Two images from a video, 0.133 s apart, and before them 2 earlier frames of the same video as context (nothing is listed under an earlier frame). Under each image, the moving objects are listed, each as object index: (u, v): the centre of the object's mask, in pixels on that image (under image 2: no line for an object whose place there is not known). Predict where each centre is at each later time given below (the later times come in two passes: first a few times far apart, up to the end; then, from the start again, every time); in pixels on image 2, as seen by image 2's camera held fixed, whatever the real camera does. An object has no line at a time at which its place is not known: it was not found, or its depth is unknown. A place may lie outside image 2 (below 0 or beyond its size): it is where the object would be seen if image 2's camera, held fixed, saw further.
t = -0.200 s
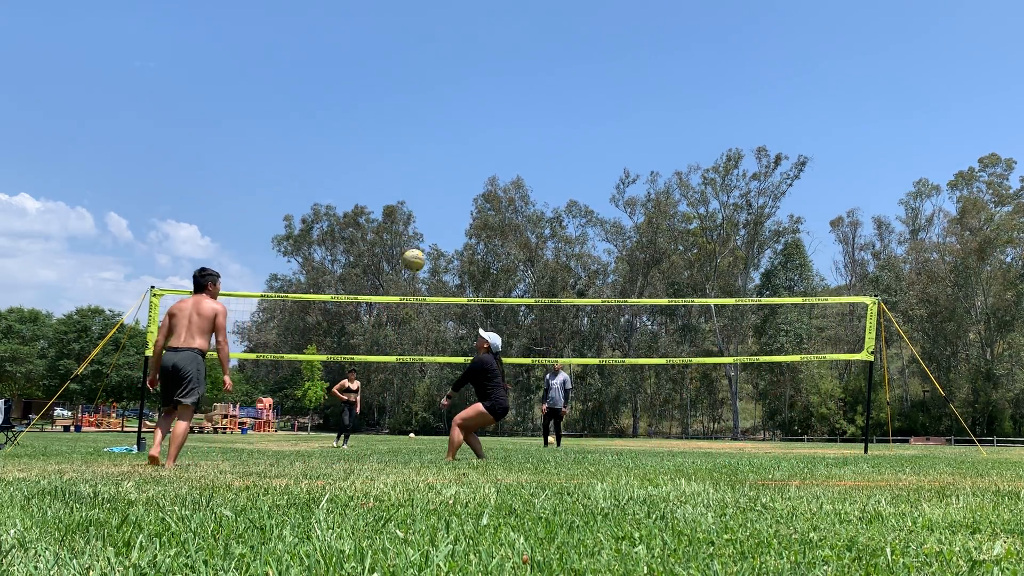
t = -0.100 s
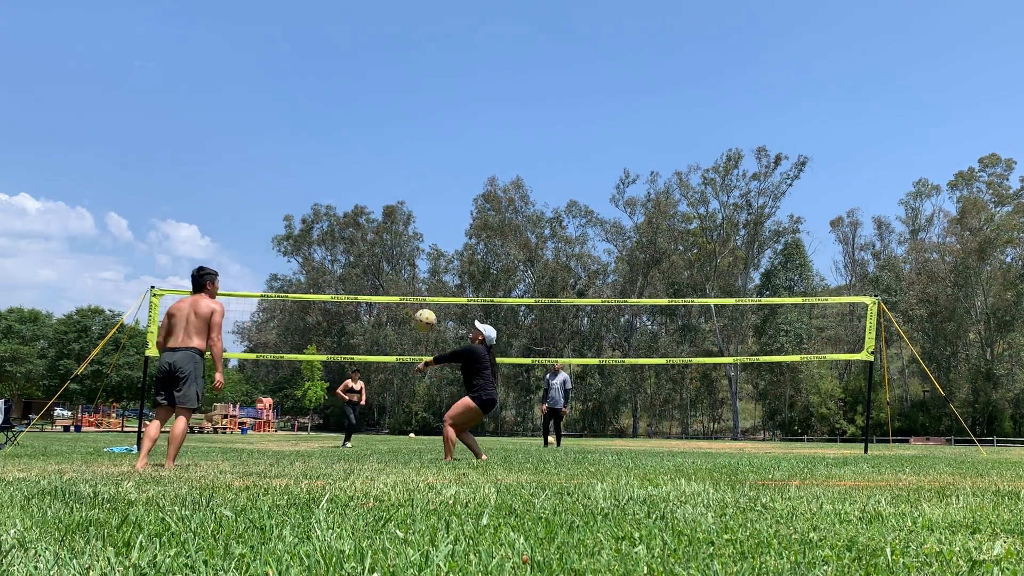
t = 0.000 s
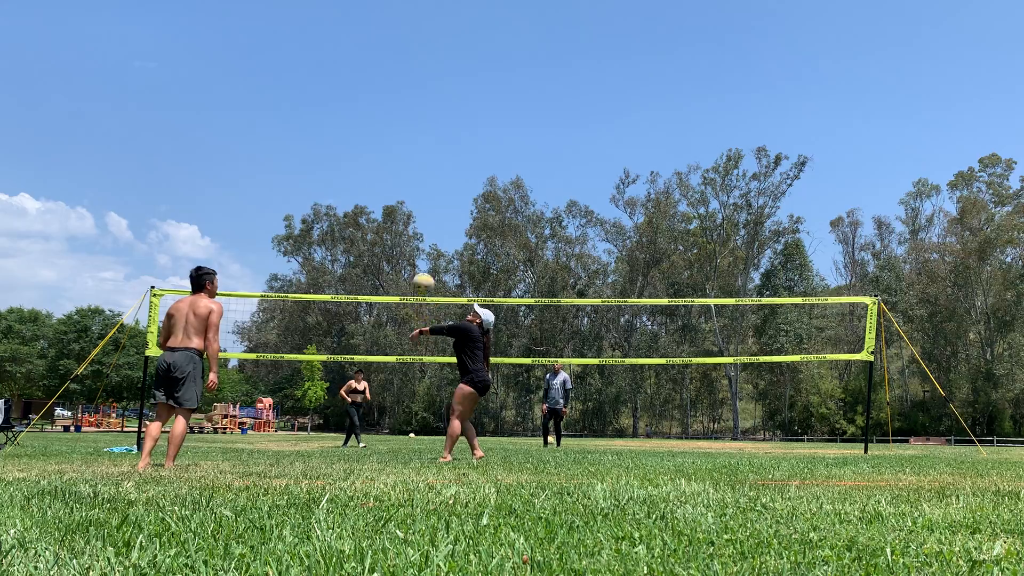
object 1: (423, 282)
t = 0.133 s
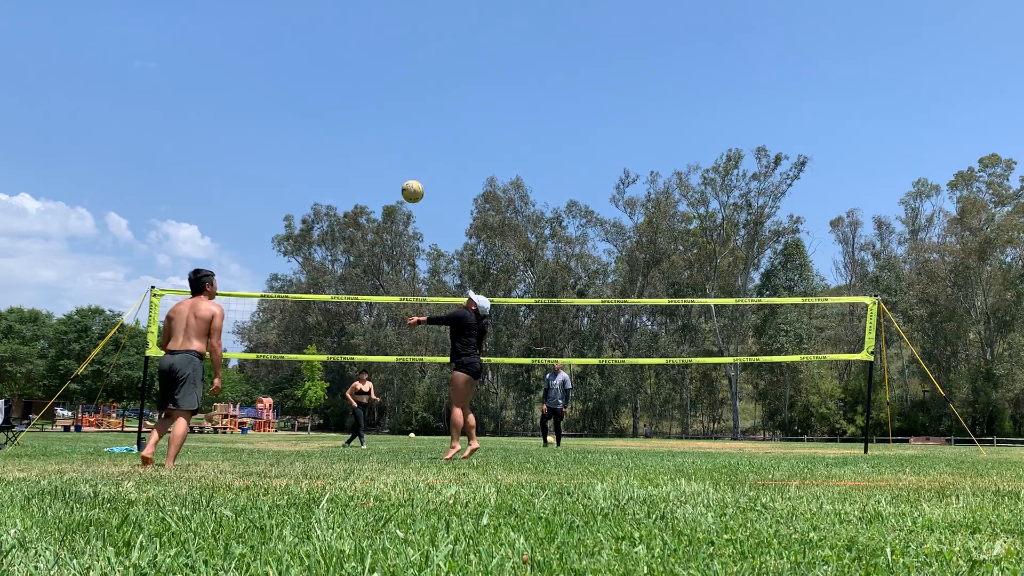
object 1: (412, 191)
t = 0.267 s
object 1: (402, 118)
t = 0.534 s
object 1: (379, 25)
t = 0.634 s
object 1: (370, 10)
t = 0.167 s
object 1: (410, 171)
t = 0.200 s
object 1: (407, 152)
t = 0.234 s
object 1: (404, 135)
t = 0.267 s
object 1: (402, 118)
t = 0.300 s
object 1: (399, 102)
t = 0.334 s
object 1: (396, 88)
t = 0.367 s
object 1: (394, 74)
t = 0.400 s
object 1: (391, 63)
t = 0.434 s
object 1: (388, 52)
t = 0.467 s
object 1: (385, 42)
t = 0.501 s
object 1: (382, 33)
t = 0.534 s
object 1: (379, 25)
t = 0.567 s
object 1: (376, 19)
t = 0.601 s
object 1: (373, 13)
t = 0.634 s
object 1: (370, 10)
